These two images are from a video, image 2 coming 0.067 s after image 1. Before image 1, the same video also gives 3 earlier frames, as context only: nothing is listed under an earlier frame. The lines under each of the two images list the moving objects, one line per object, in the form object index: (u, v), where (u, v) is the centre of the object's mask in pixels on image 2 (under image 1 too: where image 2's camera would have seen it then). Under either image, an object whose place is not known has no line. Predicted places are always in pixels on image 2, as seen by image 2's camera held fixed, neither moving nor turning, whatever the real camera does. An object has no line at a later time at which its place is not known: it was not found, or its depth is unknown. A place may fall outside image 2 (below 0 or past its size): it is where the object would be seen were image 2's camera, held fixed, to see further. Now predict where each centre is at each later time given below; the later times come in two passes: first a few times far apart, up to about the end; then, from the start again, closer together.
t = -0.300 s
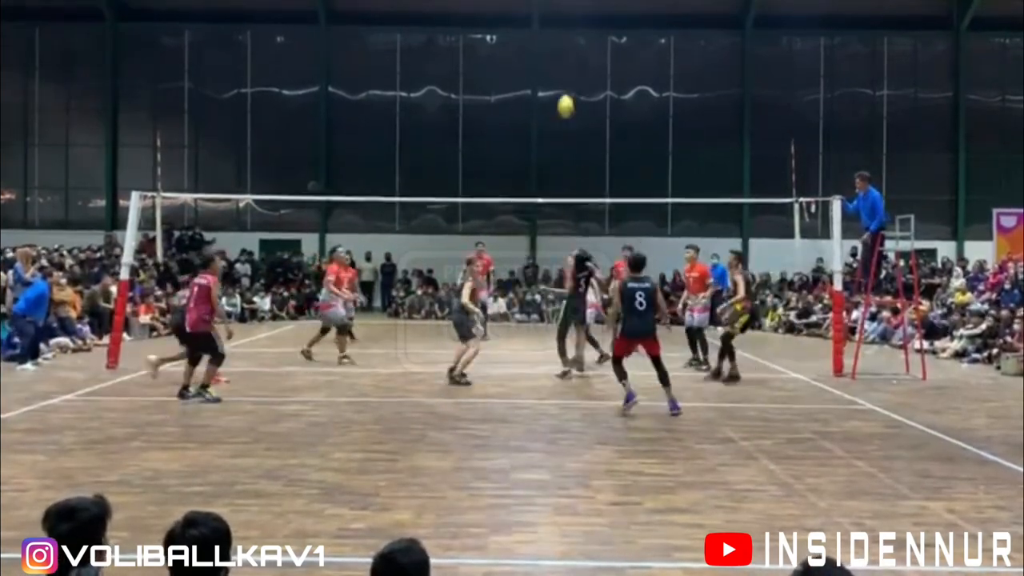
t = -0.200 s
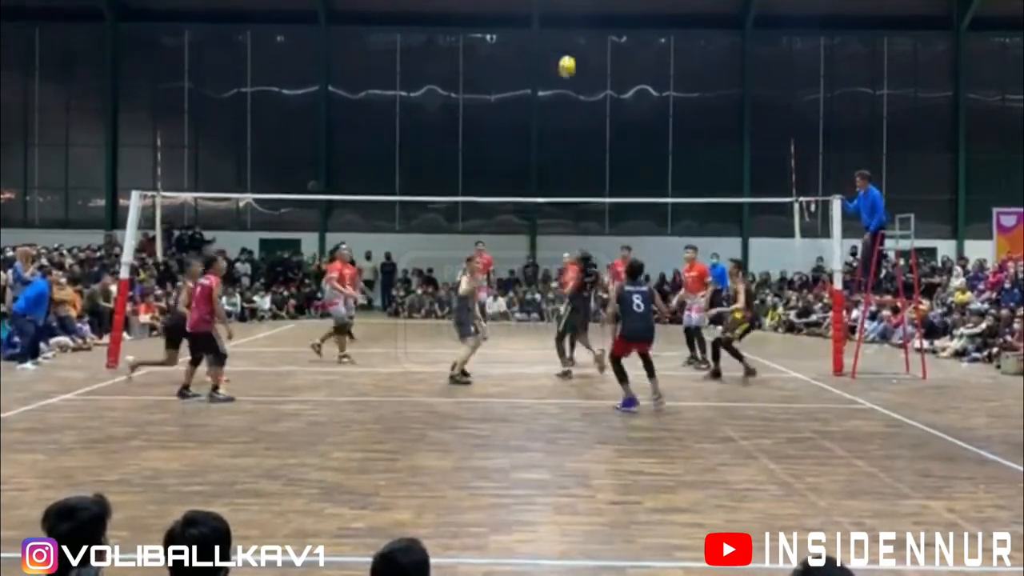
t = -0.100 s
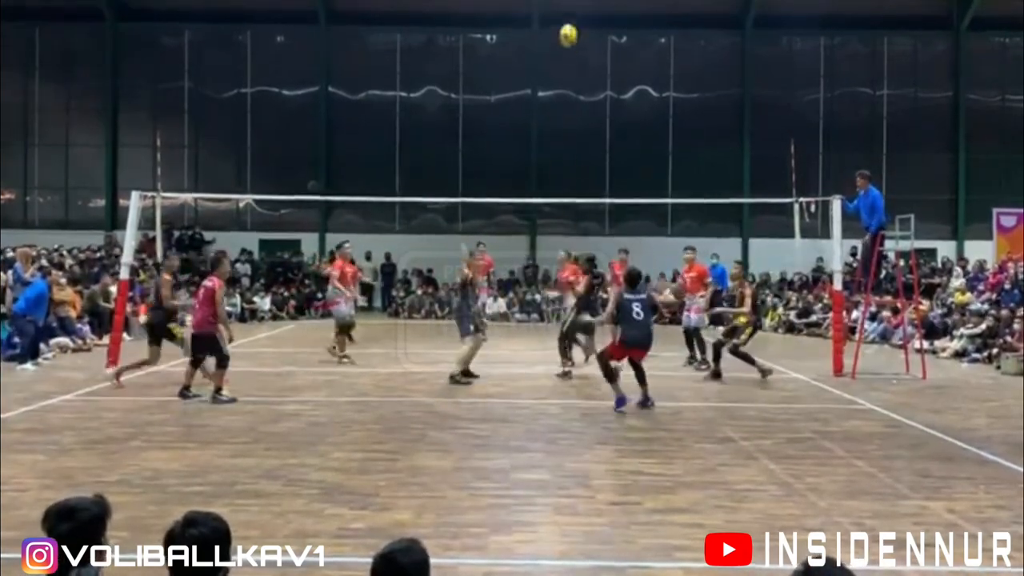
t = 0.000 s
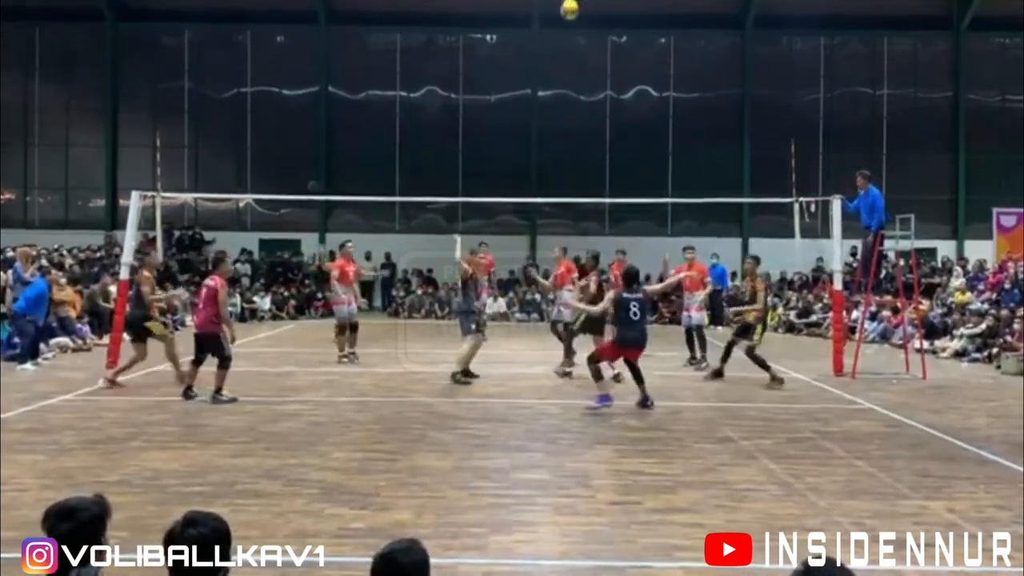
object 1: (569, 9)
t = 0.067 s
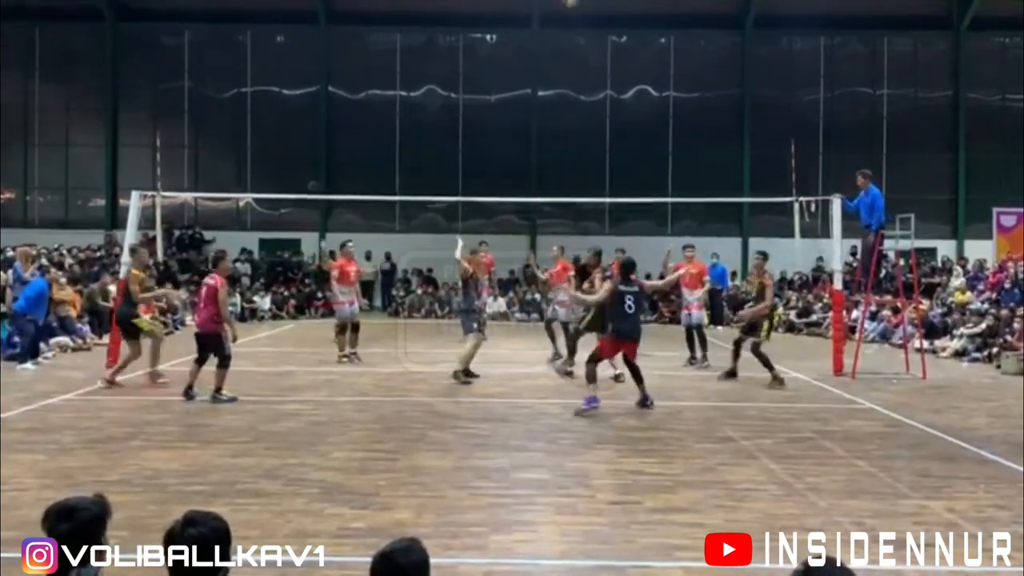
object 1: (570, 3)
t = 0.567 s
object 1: (577, 22)
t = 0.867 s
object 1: (579, 158)
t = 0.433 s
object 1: (574, 2)
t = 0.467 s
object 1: (575, 4)
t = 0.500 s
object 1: (576, 8)
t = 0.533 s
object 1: (577, 13)
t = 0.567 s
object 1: (577, 22)
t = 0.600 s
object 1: (577, 32)
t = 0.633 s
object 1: (578, 44)
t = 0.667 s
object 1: (578, 57)
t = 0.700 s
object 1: (578, 71)
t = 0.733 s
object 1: (578, 85)
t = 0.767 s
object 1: (579, 102)
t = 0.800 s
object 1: (579, 119)
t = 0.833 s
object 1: (579, 137)
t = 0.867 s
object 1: (579, 158)
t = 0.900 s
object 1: (580, 178)
